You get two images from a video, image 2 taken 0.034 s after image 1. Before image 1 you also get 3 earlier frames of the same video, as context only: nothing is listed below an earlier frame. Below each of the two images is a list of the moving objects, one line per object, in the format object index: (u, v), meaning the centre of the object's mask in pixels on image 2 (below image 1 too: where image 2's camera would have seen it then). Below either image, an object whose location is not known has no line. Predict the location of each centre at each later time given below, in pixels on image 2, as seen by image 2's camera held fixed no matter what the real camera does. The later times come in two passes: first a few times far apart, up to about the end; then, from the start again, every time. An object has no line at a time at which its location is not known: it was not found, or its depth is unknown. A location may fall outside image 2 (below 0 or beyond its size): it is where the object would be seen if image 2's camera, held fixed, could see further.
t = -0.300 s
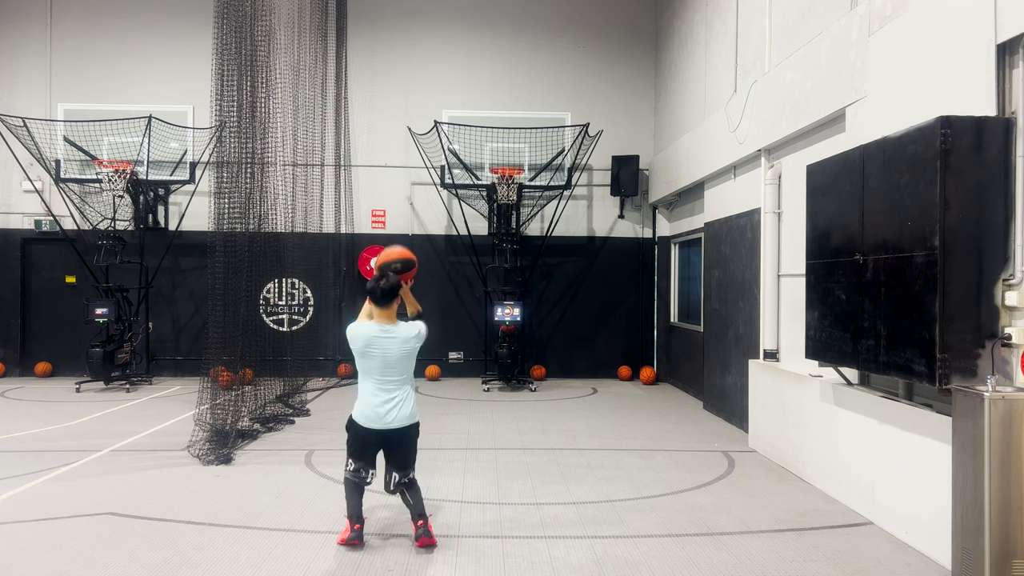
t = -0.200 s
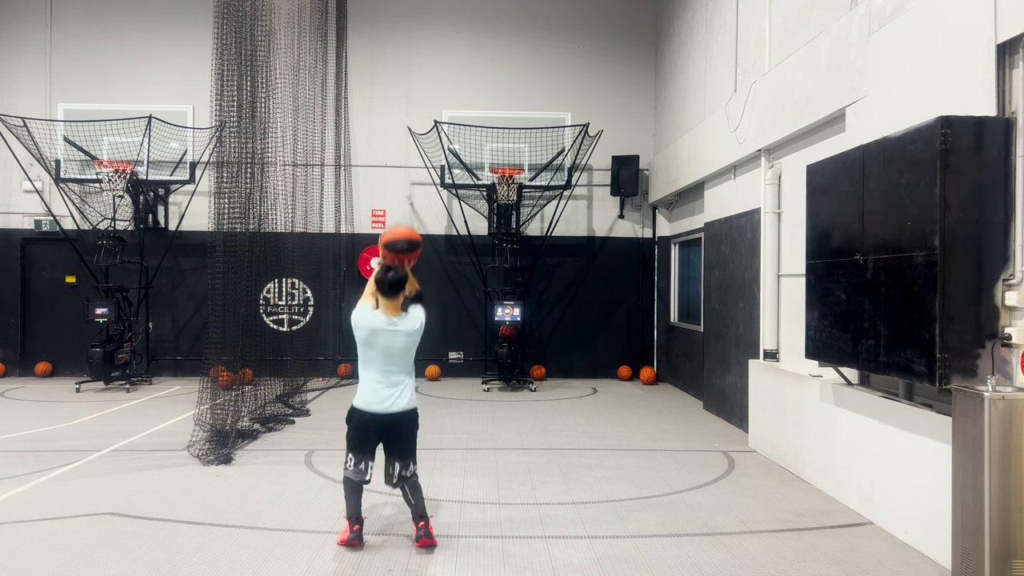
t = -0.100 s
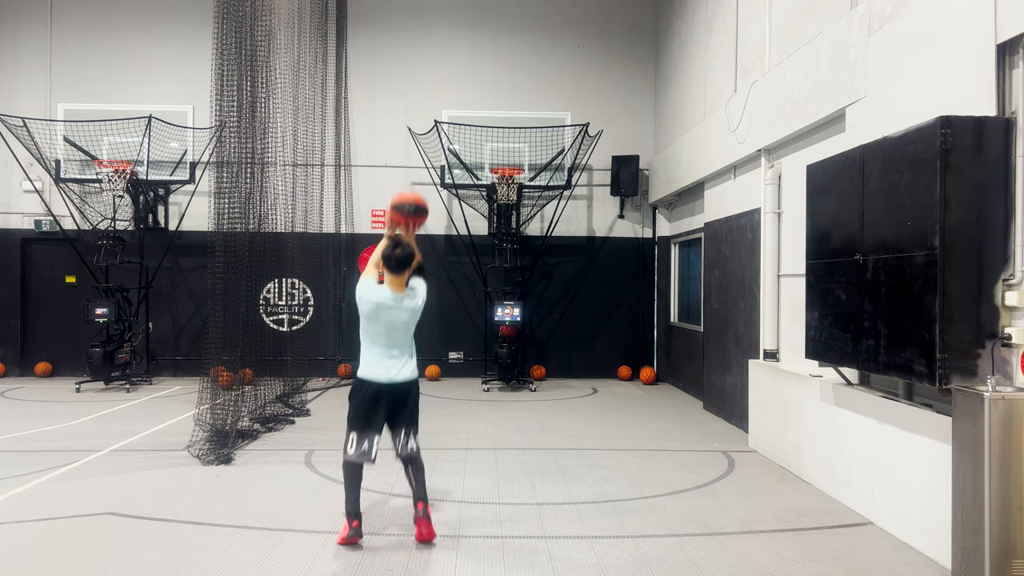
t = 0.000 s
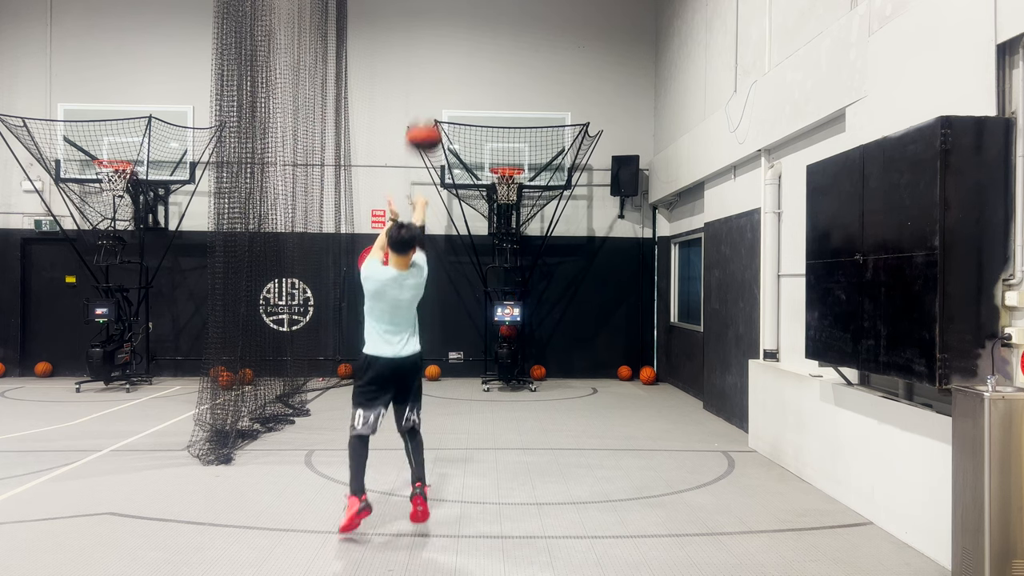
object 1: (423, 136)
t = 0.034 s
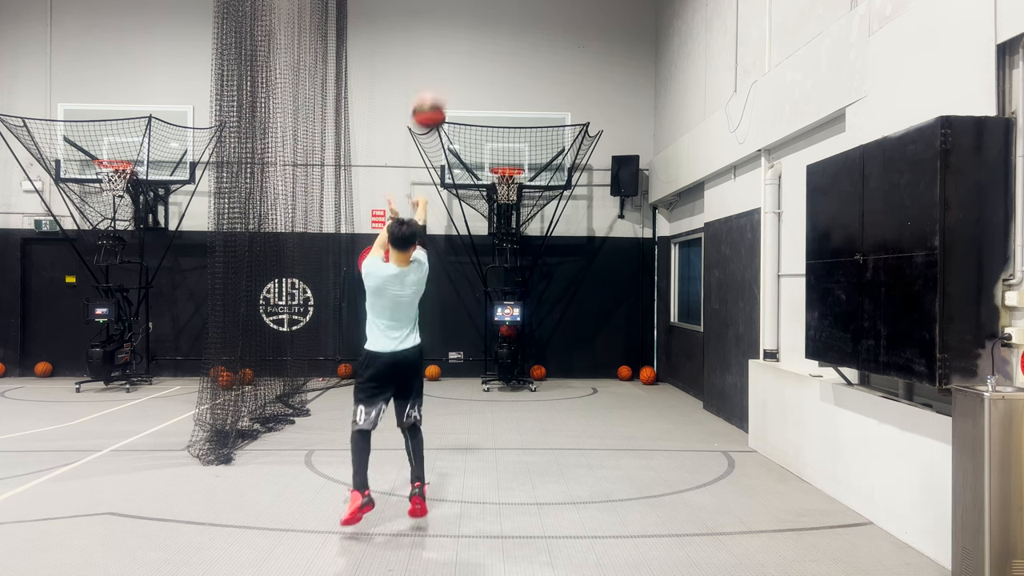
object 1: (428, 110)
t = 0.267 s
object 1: (457, 28)
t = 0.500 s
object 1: (476, 21)
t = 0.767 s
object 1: (491, 67)
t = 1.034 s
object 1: (502, 149)
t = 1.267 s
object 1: (501, 190)
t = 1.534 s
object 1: (504, 195)
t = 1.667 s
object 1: (506, 205)
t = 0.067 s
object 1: (434, 94)
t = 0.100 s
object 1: (438, 78)
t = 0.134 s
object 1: (443, 63)
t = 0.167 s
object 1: (446, 52)
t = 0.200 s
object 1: (450, 42)
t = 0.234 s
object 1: (454, 34)
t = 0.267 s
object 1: (457, 28)
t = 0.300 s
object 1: (461, 24)
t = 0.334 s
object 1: (463, 20)
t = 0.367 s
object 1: (466, 18)
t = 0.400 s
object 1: (469, 17)
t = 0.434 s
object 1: (471, 17)
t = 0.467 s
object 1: (474, 18)
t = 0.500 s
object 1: (476, 21)
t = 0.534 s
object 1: (478, 24)
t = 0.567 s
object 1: (481, 28)
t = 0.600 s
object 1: (482, 32)
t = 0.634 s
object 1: (484, 38)
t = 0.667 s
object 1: (486, 44)
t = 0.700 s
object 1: (488, 51)
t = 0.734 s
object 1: (489, 58)
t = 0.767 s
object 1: (491, 67)
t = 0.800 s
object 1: (493, 75)
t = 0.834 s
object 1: (495, 85)
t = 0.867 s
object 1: (496, 94)
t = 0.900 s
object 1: (497, 104)
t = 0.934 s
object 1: (498, 115)
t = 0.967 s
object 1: (500, 126)
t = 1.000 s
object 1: (501, 138)
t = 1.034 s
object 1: (502, 149)
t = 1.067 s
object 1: (503, 161)
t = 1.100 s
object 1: (506, 174)
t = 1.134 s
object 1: (509, 180)
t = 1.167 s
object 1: (512, 190)
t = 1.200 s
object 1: (503, 190)
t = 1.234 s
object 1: (502, 191)
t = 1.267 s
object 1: (501, 190)
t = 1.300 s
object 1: (500, 189)
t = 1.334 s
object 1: (501, 188)
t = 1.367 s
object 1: (503, 188)
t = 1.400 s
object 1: (502, 189)
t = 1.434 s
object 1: (506, 189)
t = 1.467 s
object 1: (509, 191)
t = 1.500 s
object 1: (504, 192)
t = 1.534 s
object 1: (504, 195)
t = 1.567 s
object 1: (505, 204)
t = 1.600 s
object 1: (504, 202)
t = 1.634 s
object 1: (504, 201)
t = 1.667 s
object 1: (506, 205)
